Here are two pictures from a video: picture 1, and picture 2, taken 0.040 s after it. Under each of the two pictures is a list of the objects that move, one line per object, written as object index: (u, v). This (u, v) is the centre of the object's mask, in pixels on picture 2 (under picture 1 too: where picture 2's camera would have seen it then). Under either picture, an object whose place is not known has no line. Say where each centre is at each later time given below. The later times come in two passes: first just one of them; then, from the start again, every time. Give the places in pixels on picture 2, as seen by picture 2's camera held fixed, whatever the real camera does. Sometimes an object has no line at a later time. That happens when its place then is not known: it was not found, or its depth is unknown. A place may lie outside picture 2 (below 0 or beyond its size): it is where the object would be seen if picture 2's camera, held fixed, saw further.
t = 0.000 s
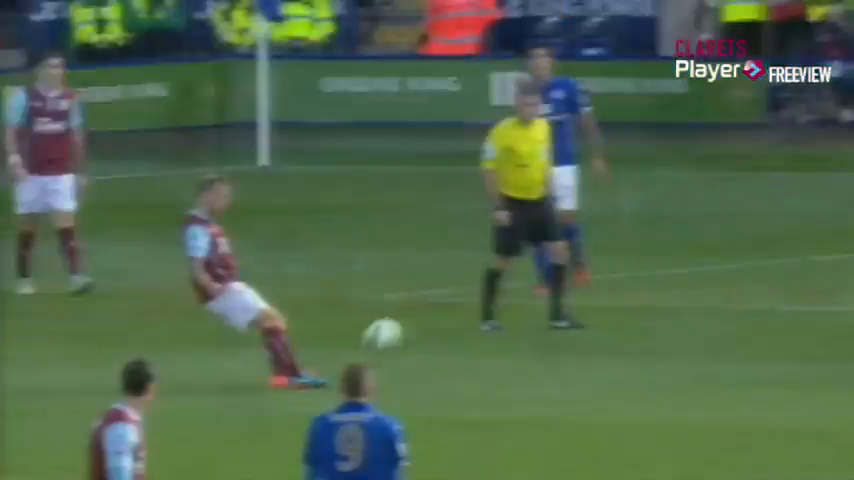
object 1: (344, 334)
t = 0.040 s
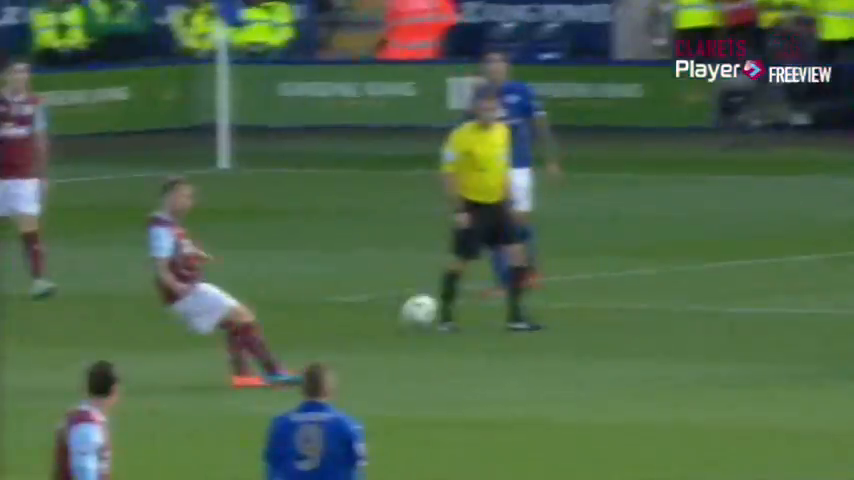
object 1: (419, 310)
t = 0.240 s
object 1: (762, 198)
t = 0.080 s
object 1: (497, 285)
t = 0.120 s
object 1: (555, 266)
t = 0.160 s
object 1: (630, 241)
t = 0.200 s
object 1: (687, 223)
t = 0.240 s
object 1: (762, 198)
